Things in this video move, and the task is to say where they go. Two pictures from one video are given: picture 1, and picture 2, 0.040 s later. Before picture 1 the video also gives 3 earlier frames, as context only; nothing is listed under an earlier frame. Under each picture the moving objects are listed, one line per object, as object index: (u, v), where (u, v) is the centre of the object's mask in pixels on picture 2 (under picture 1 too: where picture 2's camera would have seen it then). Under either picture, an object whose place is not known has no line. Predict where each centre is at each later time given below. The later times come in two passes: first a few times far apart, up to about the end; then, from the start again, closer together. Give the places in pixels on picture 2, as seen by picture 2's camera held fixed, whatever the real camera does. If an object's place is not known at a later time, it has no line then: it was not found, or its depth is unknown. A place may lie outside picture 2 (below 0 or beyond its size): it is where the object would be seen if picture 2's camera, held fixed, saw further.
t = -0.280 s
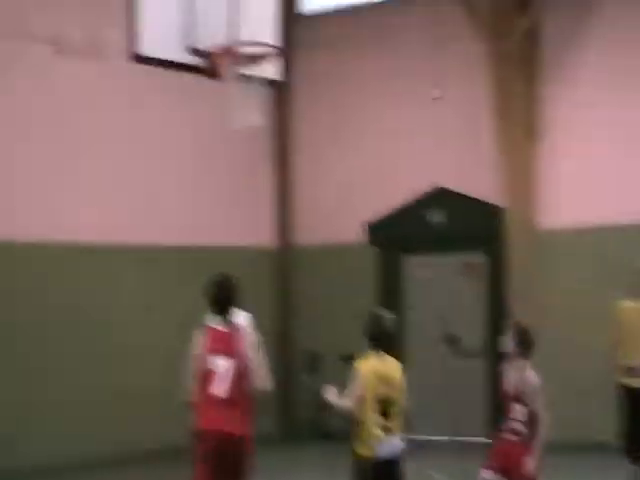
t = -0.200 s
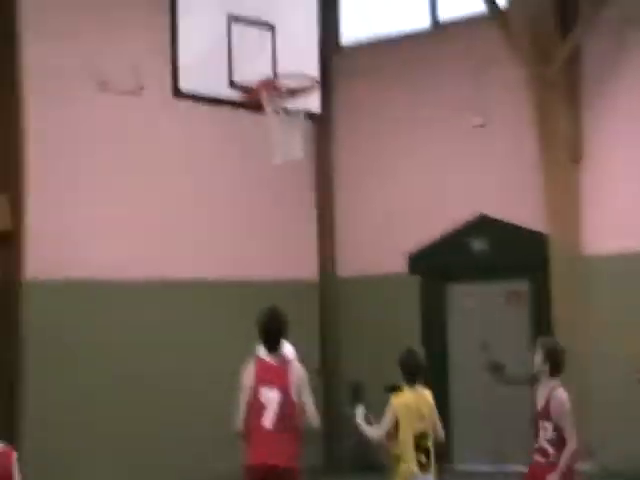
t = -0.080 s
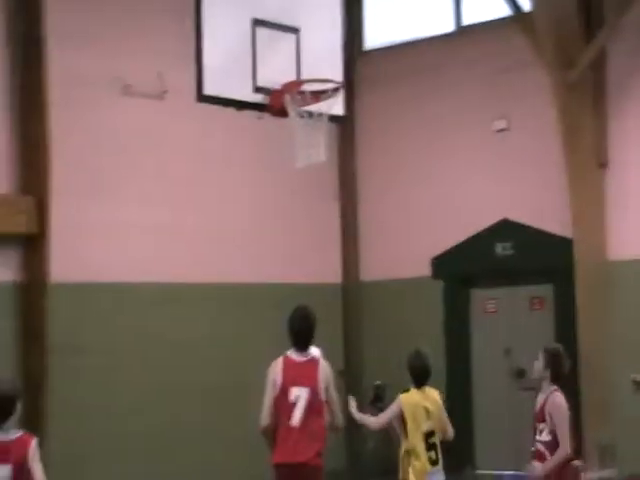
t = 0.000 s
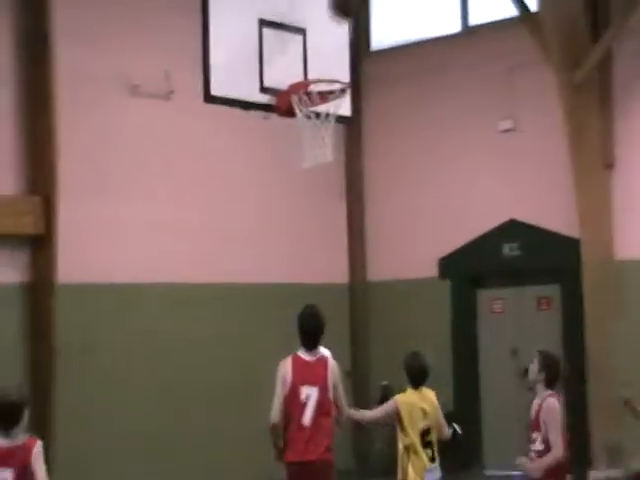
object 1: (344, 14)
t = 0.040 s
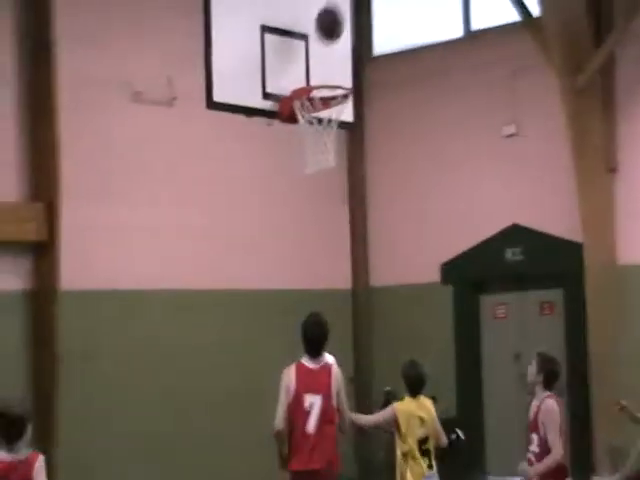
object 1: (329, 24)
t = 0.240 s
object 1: (317, 106)
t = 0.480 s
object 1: (342, 130)
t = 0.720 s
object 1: (315, 151)
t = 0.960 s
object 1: (301, 198)
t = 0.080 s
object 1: (314, 43)
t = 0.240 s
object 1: (317, 106)
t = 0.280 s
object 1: (322, 112)
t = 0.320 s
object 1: (330, 130)
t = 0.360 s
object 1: (340, 129)
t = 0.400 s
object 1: (344, 126)
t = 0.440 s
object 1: (346, 132)
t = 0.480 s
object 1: (342, 130)
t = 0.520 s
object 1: (338, 129)
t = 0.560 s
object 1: (335, 129)
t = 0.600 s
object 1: (331, 132)
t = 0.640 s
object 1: (325, 136)
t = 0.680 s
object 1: (320, 143)
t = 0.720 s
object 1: (315, 151)
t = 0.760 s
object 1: (309, 159)
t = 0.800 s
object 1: (307, 163)
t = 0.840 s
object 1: (305, 166)
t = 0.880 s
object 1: (305, 172)
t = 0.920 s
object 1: (303, 184)
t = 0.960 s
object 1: (301, 198)
